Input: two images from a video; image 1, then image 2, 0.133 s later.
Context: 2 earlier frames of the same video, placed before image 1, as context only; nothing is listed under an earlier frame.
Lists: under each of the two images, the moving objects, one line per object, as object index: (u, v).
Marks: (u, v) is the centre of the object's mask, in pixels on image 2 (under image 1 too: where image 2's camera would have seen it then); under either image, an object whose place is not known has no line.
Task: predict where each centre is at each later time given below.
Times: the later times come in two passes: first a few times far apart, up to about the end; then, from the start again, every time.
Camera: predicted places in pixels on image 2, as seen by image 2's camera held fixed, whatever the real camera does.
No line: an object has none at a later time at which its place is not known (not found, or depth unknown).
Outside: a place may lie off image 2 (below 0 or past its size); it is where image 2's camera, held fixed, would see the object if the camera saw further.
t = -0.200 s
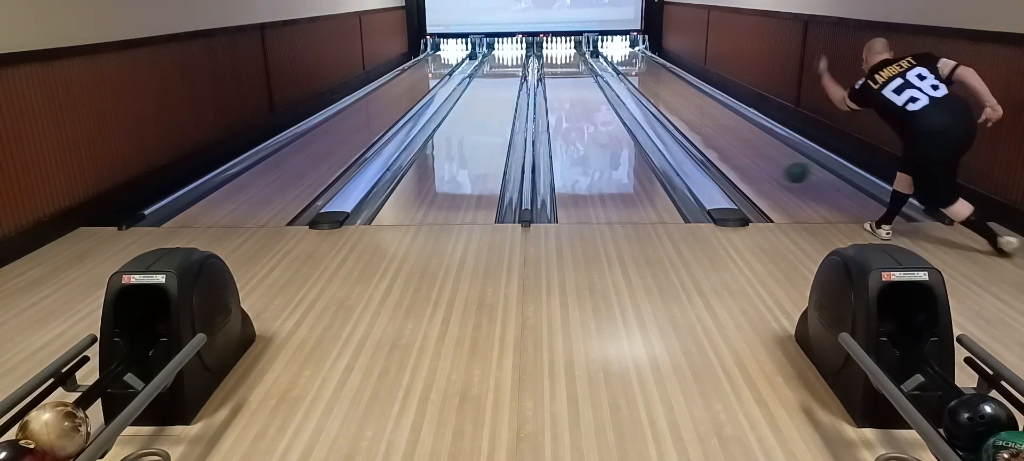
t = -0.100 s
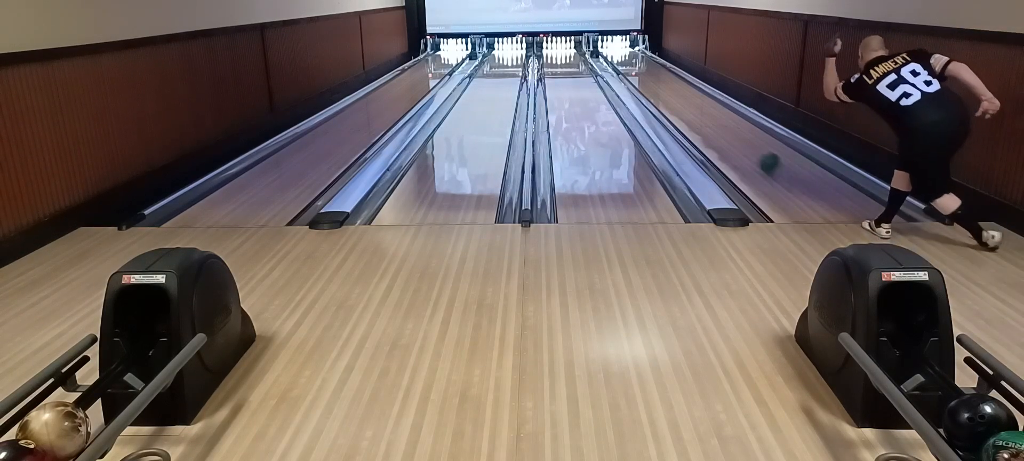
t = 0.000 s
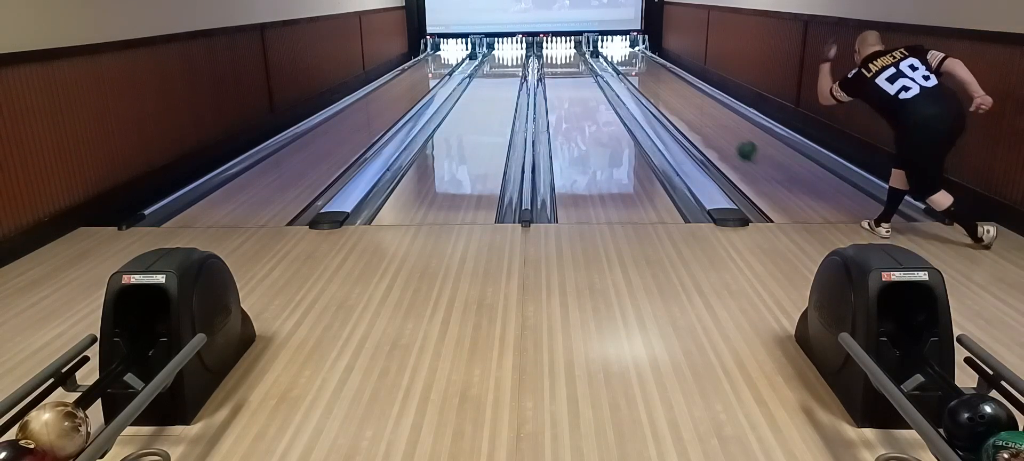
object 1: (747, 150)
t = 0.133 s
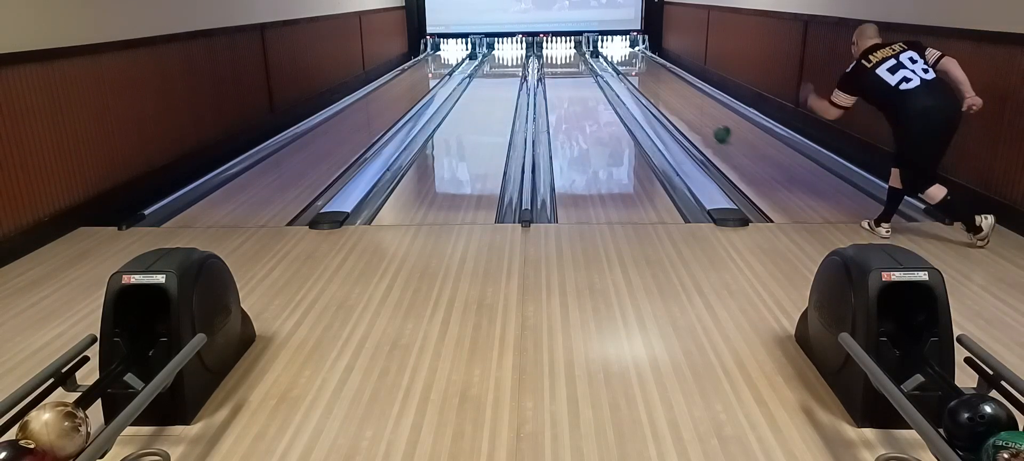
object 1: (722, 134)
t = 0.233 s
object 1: (707, 124)
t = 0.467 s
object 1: (679, 106)
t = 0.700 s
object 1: (658, 92)
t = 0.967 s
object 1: (640, 80)
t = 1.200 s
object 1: (628, 71)
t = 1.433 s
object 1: (619, 64)
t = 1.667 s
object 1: (612, 59)
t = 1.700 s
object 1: (611, 58)
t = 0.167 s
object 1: (717, 131)
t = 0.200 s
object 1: (712, 128)
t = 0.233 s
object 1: (707, 124)
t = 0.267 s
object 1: (703, 121)
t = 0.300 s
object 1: (698, 119)
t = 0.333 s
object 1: (694, 116)
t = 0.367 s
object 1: (690, 113)
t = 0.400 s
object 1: (686, 110)
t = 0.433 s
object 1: (682, 108)
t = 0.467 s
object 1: (679, 106)
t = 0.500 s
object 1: (676, 104)
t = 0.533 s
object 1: (673, 101)
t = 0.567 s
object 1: (669, 100)
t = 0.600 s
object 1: (667, 98)
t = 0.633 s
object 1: (663, 96)
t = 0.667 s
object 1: (660, 94)
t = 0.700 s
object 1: (658, 92)
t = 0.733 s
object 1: (656, 91)
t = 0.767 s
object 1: (653, 89)
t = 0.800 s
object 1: (650, 88)
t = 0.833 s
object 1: (648, 86)
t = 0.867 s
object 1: (646, 85)
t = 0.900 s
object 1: (644, 83)
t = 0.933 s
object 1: (642, 82)
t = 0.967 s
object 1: (640, 80)
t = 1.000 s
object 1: (638, 79)
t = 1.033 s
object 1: (636, 77)
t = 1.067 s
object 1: (635, 76)
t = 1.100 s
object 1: (633, 74)
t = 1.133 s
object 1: (631, 73)
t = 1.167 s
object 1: (630, 72)
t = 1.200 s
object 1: (628, 71)
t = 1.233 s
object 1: (627, 70)
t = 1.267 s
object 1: (625, 69)
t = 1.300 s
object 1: (624, 68)
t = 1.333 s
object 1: (622, 67)
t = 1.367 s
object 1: (621, 66)
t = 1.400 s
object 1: (620, 65)
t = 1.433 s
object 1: (619, 64)
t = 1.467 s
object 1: (618, 63)
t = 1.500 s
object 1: (617, 63)
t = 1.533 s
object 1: (616, 62)
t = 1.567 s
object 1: (614, 61)
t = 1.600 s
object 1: (614, 60)
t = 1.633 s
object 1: (613, 60)
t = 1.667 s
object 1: (612, 59)
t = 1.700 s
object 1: (611, 58)
